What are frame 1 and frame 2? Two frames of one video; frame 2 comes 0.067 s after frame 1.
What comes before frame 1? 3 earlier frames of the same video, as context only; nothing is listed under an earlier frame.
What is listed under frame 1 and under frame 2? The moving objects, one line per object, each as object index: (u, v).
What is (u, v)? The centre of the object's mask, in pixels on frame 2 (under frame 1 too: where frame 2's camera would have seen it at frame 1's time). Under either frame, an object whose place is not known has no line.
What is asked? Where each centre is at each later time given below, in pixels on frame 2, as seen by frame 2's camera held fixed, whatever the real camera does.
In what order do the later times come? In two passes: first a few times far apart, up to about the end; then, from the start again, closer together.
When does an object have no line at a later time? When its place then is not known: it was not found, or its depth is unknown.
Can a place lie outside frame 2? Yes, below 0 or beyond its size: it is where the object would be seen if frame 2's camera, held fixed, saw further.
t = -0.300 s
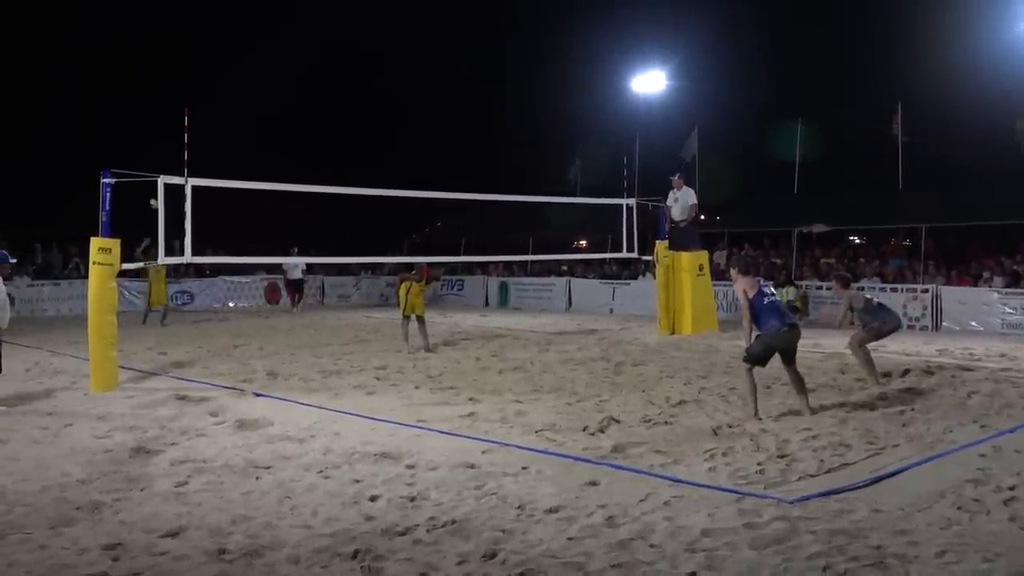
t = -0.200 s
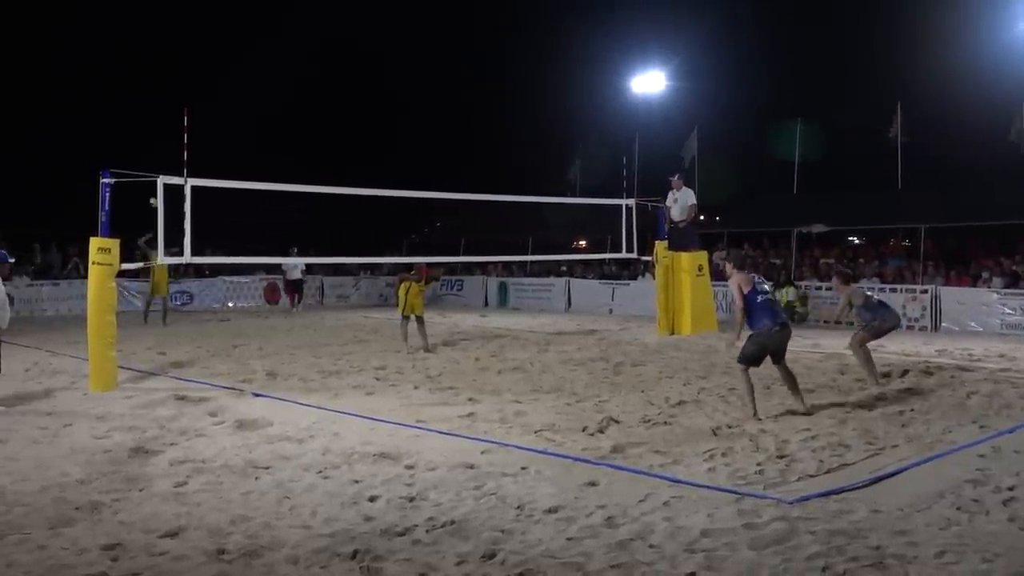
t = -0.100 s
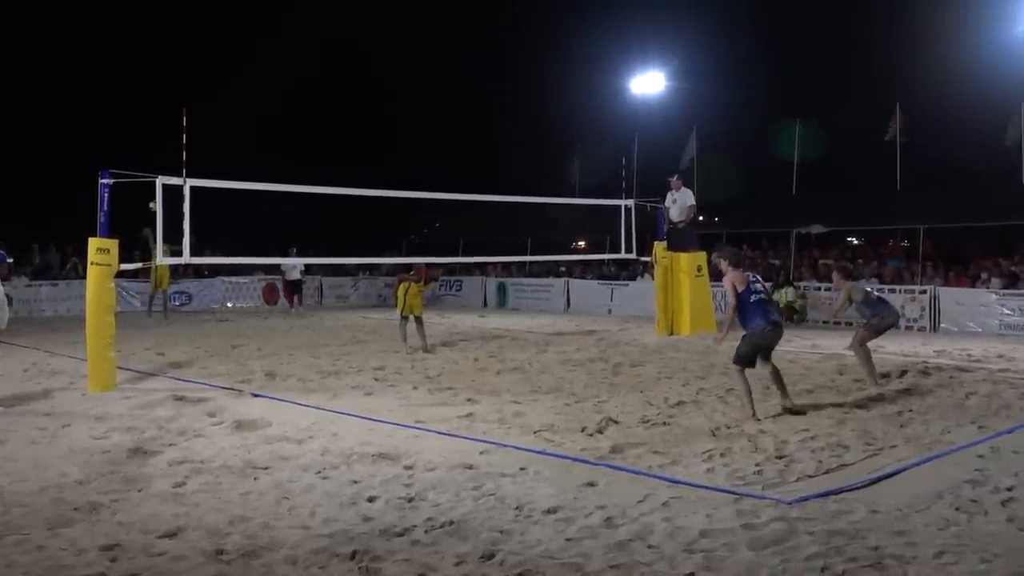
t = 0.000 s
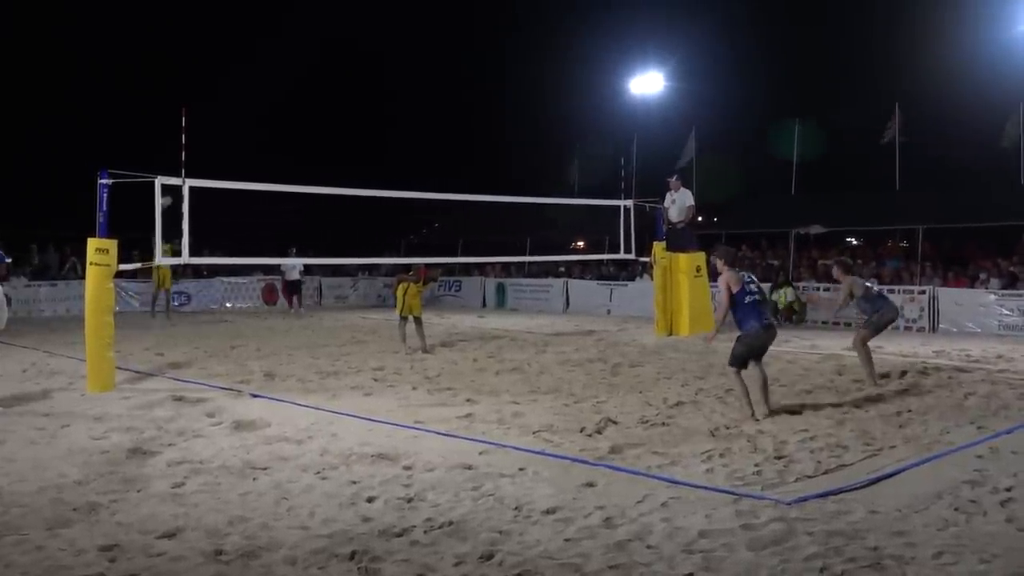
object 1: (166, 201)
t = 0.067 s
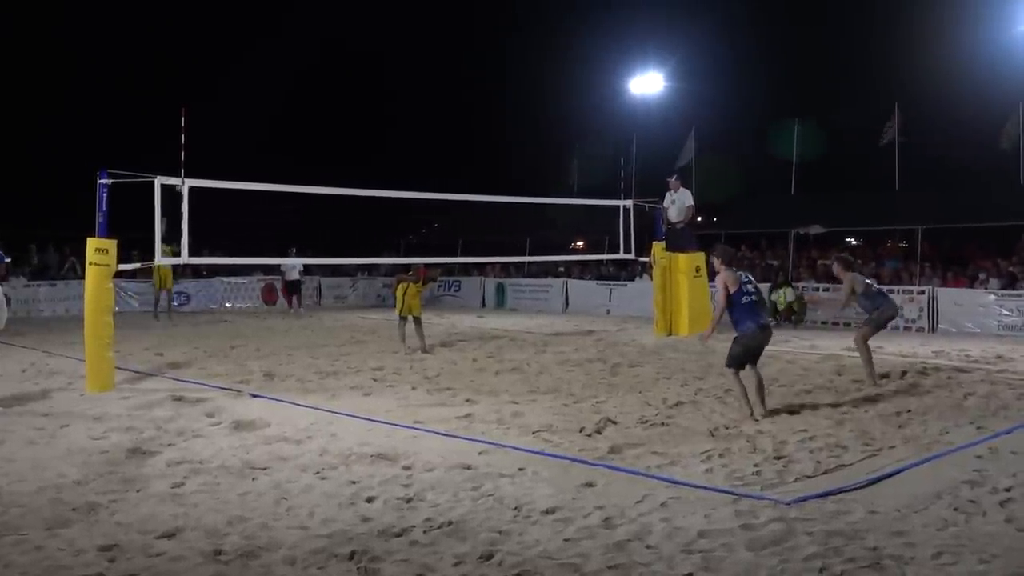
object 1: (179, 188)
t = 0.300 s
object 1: (254, 146)
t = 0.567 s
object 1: (354, 126)
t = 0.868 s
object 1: (499, 168)
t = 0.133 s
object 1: (202, 173)
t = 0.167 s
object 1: (212, 167)
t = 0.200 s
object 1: (223, 161)
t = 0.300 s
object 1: (254, 146)
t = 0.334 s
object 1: (266, 141)
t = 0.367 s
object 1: (277, 137)
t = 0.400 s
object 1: (288, 134)
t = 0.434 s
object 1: (301, 131)
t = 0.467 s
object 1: (313, 129)
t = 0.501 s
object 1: (326, 128)
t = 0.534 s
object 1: (340, 126)
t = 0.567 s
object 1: (354, 126)
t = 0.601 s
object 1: (368, 126)
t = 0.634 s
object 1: (383, 128)
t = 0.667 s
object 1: (398, 131)
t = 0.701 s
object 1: (413, 134)
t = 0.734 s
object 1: (430, 139)
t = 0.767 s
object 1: (446, 145)
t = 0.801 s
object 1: (463, 151)
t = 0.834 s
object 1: (480, 159)
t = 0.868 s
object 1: (499, 168)
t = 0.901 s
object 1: (517, 178)
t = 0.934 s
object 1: (537, 188)
